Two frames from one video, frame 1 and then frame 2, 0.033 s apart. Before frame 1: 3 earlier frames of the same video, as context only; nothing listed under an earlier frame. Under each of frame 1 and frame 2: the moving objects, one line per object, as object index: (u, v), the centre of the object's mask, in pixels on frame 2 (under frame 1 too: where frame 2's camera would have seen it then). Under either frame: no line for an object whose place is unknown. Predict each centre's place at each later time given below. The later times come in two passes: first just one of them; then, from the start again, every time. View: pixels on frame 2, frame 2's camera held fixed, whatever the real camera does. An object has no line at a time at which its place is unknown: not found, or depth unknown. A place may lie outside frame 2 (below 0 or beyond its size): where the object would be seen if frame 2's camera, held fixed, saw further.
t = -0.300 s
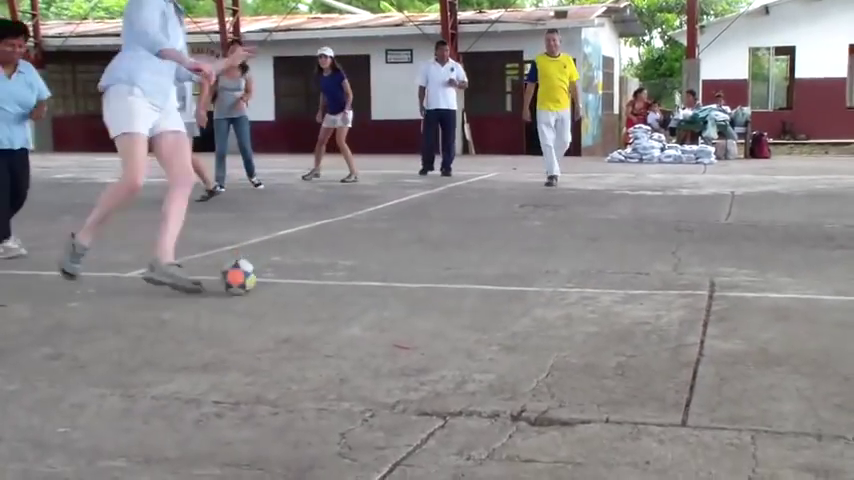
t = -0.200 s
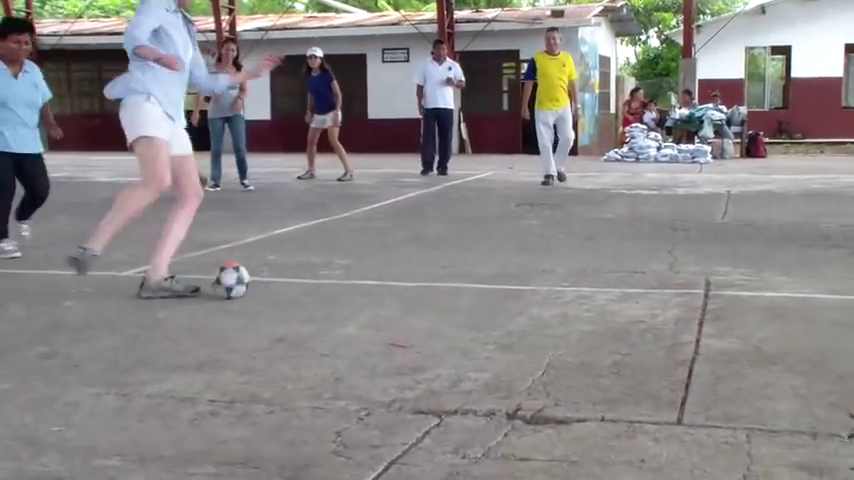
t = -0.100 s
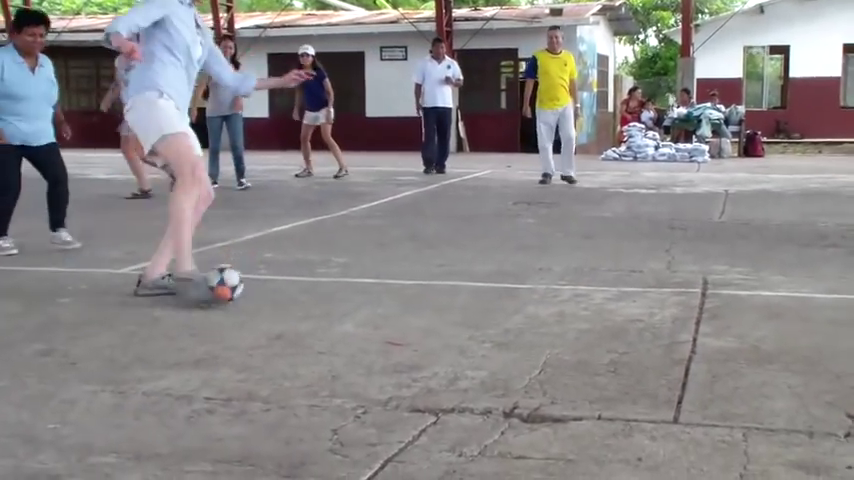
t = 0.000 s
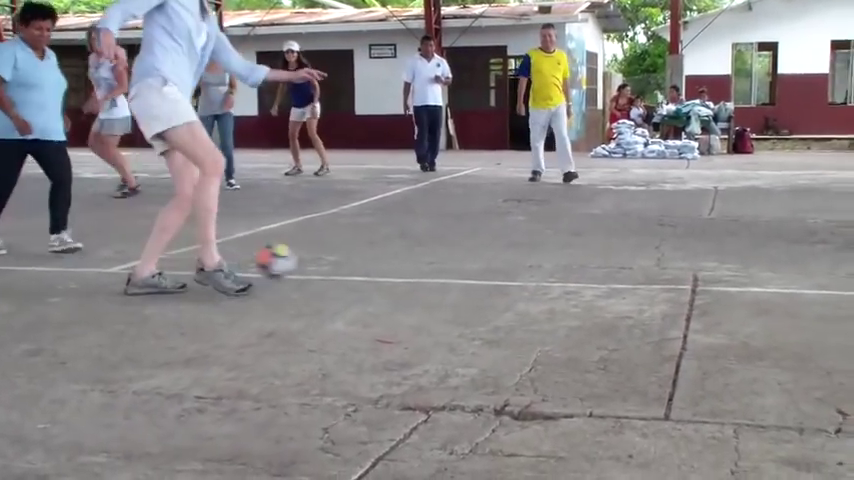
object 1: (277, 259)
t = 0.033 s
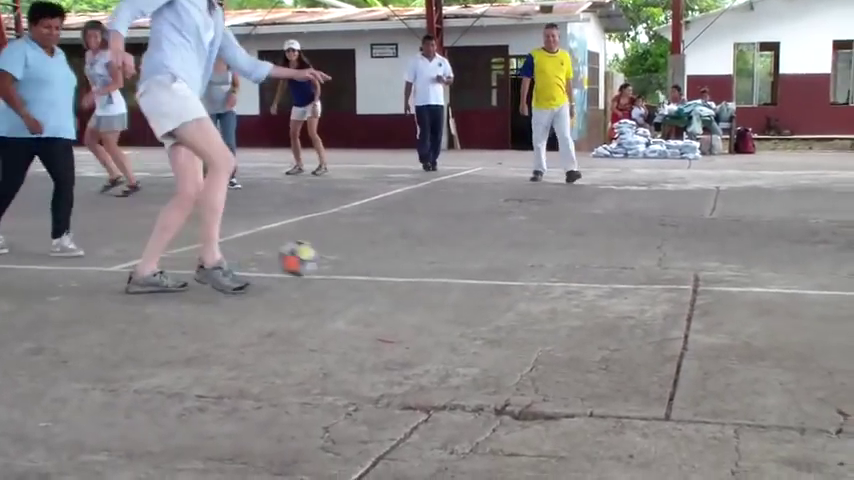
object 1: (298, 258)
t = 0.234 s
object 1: (408, 259)
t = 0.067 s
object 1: (320, 258)
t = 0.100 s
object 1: (340, 261)
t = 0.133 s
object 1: (361, 264)
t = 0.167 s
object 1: (378, 263)
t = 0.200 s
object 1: (394, 261)
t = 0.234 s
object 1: (408, 259)
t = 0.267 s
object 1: (422, 257)
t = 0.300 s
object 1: (433, 256)
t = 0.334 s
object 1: (445, 255)
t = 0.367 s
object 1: (456, 254)
